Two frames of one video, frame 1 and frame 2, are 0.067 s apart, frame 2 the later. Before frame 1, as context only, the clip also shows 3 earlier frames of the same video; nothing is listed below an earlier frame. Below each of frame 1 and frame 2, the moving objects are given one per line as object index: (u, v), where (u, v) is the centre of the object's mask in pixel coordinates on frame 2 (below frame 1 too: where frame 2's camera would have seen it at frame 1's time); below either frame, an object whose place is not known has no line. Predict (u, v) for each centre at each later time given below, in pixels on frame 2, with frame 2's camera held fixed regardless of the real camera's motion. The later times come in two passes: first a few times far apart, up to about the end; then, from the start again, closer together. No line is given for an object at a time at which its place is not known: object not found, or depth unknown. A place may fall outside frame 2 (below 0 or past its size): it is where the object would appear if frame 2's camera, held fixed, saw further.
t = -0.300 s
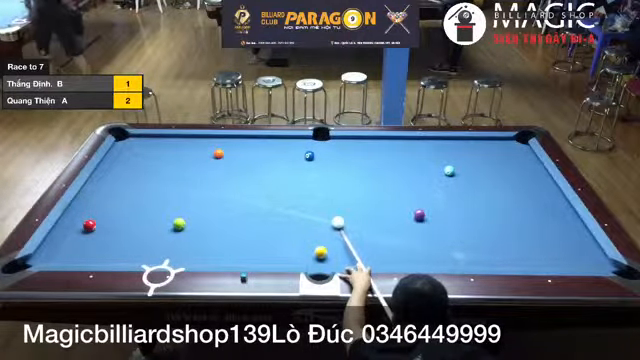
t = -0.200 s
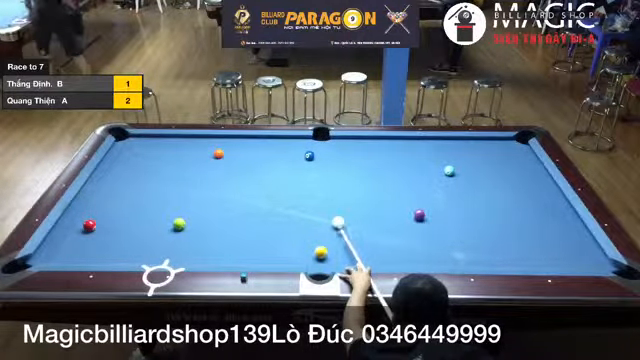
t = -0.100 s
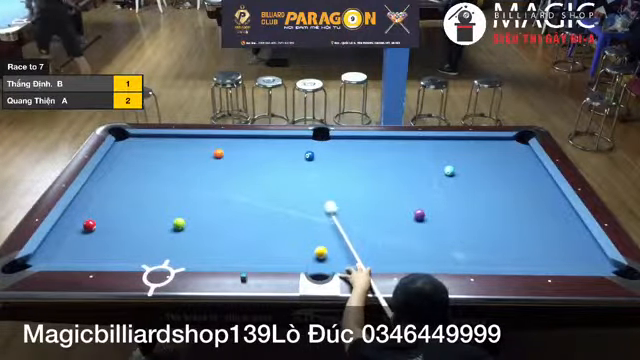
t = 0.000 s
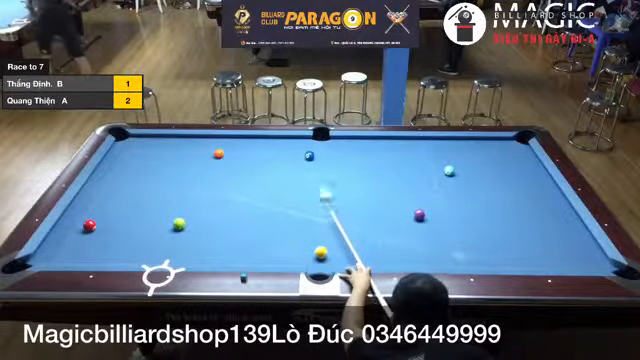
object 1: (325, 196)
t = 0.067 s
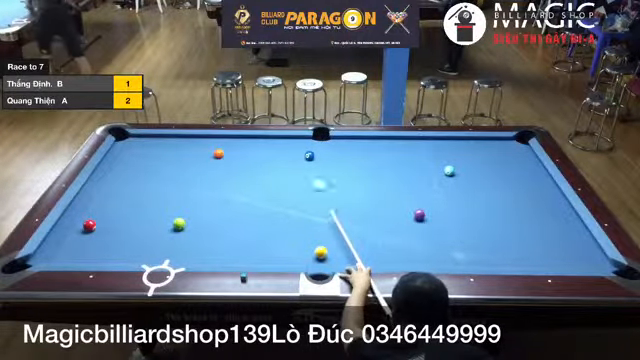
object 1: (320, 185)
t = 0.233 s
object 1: (310, 167)
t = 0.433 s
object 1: (295, 157)
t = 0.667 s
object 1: (276, 149)
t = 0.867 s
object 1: (261, 142)
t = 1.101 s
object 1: (246, 138)
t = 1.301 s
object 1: (232, 141)
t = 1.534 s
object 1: (218, 144)
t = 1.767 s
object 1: (202, 147)
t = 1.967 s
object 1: (189, 150)
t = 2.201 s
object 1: (176, 153)
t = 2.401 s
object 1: (164, 155)
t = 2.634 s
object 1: (151, 156)
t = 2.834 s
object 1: (140, 159)
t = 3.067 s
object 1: (128, 162)
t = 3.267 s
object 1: (119, 163)
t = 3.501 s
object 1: (108, 166)
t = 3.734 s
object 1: (101, 167)
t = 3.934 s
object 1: (105, 169)
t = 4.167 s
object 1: (107, 169)
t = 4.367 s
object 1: (109, 170)
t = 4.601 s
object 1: (110, 171)
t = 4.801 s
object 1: (111, 172)
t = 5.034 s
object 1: (111, 172)
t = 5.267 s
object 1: (111, 172)
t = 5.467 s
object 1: (111, 172)
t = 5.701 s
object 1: (111, 172)
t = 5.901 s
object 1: (111, 173)
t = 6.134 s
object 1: (111, 173)
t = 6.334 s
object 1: (111, 172)
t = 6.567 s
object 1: (111, 172)
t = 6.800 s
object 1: (111, 172)
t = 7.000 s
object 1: (111, 172)
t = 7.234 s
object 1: (111, 172)
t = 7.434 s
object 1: (111, 172)
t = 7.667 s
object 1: (111, 172)
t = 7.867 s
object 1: (111, 173)
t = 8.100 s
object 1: (111, 172)
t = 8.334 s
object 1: (111, 173)
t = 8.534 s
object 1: (111, 173)
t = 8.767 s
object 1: (111, 173)
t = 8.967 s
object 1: (111, 173)
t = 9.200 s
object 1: (111, 173)
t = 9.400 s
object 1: (111, 173)
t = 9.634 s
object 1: (111, 172)
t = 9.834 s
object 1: (111, 173)
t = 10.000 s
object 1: (111, 172)
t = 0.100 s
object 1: (317, 181)
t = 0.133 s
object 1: (315, 178)
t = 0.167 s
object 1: (313, 174)
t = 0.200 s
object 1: (312, 170)
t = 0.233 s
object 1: (310, 167)
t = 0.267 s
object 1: (309, 164)
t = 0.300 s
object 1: (307, 162)
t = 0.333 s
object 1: (304, 159)
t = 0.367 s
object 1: (301, 158)
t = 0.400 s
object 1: (298, 157)
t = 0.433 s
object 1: (295, 157)
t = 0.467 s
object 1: (293, 155)
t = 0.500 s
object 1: (290, 154)
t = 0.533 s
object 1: (286, 153)
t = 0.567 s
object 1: (284, 152)
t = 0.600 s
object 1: (281, 151)
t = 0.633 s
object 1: (279, 150)
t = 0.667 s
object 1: (276, 149)
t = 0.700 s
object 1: (274, 148)
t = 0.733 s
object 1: (271, 147)
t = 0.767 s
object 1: (269, 146)
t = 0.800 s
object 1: (266, 145)
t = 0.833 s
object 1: (264, 144)
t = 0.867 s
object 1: (261, 142)
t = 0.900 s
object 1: (259, 142)
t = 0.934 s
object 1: (257, 141)
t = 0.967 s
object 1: (254, 140)
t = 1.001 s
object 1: (253, 139)
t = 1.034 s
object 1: (250, 138)
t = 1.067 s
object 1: (248, 138)
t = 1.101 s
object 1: (246, 138)
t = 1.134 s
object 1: (243, 138)
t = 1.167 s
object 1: (241, 139)
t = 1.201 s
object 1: (239, 140)
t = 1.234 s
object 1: (237, 140)
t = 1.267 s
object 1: (234, 140)
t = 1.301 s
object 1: (232, 141)
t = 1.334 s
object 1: (230, 141)
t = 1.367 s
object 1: (228, 142)
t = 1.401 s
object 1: (225, 142)
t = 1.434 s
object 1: (223, 142)
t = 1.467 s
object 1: (221, 143)
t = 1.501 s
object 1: (219, 144)
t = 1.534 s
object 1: (218, 144)
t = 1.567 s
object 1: (215, 144)
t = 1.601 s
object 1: (214, 144)
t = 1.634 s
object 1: (210, 145)
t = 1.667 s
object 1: (209, 145)
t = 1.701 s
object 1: (206, 146)
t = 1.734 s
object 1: (204, 147)
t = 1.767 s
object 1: (202, 147)
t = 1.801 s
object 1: (200, 148)
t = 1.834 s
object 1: (197, 148)
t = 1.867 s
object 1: (196, 149)
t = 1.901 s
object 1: (195, 149)
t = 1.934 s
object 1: (191, 150)
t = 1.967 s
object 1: (189, 150)
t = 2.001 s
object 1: (187, 150)
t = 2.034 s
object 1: (185, 150)
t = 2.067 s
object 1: (183, 150)
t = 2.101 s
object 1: (181, 151)
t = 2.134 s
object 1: (179, 152)
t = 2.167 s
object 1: (178, 152)
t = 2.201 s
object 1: (176, 153)
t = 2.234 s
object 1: (174, 153)
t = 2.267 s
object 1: (172, 153)
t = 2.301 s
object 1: (170, 154)
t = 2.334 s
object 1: (168, 154)
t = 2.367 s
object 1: (166, 154)
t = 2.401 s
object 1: (164, 155)
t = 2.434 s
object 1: (162, 154)
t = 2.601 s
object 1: (154, 155)
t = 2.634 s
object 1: (151, 156)
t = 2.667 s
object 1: (149, 158)
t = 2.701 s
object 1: (148, 158)
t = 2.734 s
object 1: (146, 158)
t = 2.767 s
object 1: (144, 159)
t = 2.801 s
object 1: (142, 159)
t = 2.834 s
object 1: (140, 159)
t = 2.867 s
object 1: (139, 160)
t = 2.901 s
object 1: (137, 160)
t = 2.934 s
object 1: (135, 160)
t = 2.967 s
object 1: (134, 160)
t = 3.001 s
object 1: (132, 161)
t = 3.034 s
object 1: (130, 162)
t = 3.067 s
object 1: (128, 162)
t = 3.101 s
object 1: (127, 162)
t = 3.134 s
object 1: (126, 162)
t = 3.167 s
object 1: (124, 163)
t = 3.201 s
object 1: (123, 162)
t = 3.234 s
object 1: (121, 163)
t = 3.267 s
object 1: (119, 163)
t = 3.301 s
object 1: (118, 164)
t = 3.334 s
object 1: (116, 165)
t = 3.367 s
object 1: (114, 165)
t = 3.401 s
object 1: (112, 165)
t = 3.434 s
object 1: (111, 165)
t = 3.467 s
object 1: (110, 166)
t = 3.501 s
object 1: (108, 166)
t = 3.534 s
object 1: (106, 166)
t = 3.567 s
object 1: (105, 167)
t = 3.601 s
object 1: (104, 167)
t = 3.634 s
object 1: (102, 167)
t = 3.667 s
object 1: (101, 167)
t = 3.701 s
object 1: (101, 167)
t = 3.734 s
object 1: (101, 167)
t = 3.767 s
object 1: (101, 168)
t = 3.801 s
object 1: (101, 168)
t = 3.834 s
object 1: (103, 168)
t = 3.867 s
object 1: (103, 168)
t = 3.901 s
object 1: (104, 168)
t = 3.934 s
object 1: (105, 169)
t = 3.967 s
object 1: (105, 169)
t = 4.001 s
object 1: (105, 169)
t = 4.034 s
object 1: (106, 169)
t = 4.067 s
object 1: (106, 169)
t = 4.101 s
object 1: (106, 169)
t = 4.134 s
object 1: (107, 169)
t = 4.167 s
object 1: (107, 169)
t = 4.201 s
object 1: (107, 170)
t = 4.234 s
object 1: (107, 169)
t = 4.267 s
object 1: (109, 170)
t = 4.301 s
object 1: (109, 170)
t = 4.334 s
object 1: (109, 170)
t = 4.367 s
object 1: (109, 170)
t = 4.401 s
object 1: (109, 171)
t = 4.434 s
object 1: (109, 171)
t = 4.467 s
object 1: (110, 171)
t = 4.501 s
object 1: (110, 171)
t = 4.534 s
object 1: (110, 171)
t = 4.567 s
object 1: (110, 171)
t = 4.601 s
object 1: (110, 171)
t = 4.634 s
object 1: (110, 171)
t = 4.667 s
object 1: (110, 171)
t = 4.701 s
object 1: (110, 171)
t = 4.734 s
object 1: (110, 171)
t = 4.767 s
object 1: (111, 172)
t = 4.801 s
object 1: (111, 172)
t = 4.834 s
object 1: (111, 172)
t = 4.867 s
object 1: (111, 172)
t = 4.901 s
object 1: (111, 172)
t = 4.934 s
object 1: (111, 172)
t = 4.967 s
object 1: (111, 172)
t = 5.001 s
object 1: (111, 172)
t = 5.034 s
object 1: (111, 172)
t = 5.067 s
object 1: (111, 172)
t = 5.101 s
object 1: (111, 172)
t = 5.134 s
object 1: (111, 172)
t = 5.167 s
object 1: (111, 172)
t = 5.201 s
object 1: (111, 172)
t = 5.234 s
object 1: (111, 172)
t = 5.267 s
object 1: (111, 172)
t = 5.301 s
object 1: (111, 172)
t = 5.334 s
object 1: (111, 172)
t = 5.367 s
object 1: (111, 172)
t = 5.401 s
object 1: (111, 172)
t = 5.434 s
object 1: (111, 172)
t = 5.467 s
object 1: (111, 172)
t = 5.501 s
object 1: (111, 172)
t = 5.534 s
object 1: (111, 172)
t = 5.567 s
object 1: (111, 172)
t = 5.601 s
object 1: (111, 172)
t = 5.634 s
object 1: (111, 172)
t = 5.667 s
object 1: (111, 172)
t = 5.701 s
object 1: (111, 172)
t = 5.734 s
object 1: (111, 172)
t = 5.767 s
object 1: (111, 173)
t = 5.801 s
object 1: (111, 173)
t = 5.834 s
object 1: (111, 173)
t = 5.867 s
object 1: (111, 173)
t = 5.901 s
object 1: (111, 173)
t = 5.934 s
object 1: (111, 173)
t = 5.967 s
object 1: (111, 173)
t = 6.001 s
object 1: (111, 173)
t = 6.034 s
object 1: (111, 173)
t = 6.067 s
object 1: (111, 173)
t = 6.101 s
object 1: (111, 173)
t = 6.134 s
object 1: (111, 173)
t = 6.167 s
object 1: (111, 173)
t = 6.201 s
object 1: (111, 173)
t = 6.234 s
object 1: (111, 173)
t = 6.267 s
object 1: (111, 172)
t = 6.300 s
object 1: (111, 172)
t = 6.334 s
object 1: (111, 172)
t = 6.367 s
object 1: (111, 172)
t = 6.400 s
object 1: (111, 172)
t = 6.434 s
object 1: (111, 172)
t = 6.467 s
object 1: (111, 172)
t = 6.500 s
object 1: (111, 172)
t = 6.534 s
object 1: (111, 172)
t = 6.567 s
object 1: (111, 172)
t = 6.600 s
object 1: (111, 172)
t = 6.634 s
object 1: (111, 172)
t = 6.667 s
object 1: (111, 172)
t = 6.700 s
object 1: (111, 173)
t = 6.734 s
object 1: (111, 172)
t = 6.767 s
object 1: (111, 172)
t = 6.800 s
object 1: (111, 172)
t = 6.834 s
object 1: (111, 172)
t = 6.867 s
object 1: (111, 172)
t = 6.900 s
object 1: (111, 172)
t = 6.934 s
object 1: (111, 172)
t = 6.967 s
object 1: (111, 172)
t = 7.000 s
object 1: (111, 172)
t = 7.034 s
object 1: (111, 172)
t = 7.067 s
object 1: (111, 172)
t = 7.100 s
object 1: (111, 172)
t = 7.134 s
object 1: (111, 172)
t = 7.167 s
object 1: (111, 172)
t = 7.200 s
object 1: (111, 172)
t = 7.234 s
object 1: (111, 172)
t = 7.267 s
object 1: (111, 172)
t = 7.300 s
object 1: (111, 172)
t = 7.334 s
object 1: (111, 172)
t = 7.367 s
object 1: (111, 172)
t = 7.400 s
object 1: (111, 172)
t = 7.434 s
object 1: (111, 172)
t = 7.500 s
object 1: (111, 172)
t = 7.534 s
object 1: (111, 172)
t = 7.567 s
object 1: (111, 172)
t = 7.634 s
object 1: (111, 172)
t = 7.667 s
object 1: (111, 172)
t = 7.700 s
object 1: (111, 172)
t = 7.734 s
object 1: (111, 172)
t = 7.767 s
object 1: (111, 172)
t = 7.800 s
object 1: (111, 173)
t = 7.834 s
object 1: (111, 173)
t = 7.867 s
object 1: (111, 173)
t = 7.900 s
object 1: (111, 172)
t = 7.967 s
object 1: (111, 172)
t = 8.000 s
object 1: (111, 172)
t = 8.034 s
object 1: (111, 172)
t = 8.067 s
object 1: (111, 172)
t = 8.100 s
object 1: (111, 172)
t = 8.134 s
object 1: (111, 172)
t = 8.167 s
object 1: (111, 172)
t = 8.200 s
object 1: (111, 172)
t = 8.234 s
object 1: (111, 172)
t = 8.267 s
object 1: (111, 172)
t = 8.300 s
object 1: (111, 172)
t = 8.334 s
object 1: (111, 173)
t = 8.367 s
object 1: (111, 172)
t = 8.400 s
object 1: (111, 173)
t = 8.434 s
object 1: (111, 173)
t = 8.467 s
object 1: (111, 173)
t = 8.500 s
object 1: (111, 172)
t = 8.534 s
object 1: (111, 173)
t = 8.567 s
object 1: (111, 173)
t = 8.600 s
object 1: (111, 172)
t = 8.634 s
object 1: (111, 173)
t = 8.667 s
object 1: (111, 172)
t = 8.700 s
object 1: (111, 173)
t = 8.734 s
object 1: (111, 173)
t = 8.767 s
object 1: (111, 173)
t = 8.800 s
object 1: (111, 173)
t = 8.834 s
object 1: (111, 173)
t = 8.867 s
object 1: (111, 172)
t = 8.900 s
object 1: (111, 172)
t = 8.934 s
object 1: (111, 172)
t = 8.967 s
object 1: (111, 173)
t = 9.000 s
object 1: (111, 173)
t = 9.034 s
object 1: (111, 173)
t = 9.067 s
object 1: (111, 172)
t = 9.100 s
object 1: (111, 173)
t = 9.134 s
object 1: (111, 172)
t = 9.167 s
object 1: (111, 173)
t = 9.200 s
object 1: (111, 173)
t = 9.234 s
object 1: (111, 173)
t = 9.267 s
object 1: (111, 173)
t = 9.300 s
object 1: (111, 173)
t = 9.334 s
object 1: (111, 173)
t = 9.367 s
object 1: (111, 173)
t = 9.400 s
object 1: (111, 173)
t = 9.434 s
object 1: (111, 172)
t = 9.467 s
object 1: (111, 172)
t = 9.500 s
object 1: (111, 173)
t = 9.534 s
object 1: (111, 173)
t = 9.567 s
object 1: (111, 172)
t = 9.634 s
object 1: (111, 172)
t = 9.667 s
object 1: (111, 173)
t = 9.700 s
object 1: (111, 172)
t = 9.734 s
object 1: (111, 172)
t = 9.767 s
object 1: (111, 173)
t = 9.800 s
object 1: (111, 173)
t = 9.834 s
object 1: (111, 173)
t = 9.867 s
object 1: (111, 172)
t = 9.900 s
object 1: (111, 172)
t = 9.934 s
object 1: (111, 172)
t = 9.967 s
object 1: (111, 172)
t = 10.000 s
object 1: (111, 172)
